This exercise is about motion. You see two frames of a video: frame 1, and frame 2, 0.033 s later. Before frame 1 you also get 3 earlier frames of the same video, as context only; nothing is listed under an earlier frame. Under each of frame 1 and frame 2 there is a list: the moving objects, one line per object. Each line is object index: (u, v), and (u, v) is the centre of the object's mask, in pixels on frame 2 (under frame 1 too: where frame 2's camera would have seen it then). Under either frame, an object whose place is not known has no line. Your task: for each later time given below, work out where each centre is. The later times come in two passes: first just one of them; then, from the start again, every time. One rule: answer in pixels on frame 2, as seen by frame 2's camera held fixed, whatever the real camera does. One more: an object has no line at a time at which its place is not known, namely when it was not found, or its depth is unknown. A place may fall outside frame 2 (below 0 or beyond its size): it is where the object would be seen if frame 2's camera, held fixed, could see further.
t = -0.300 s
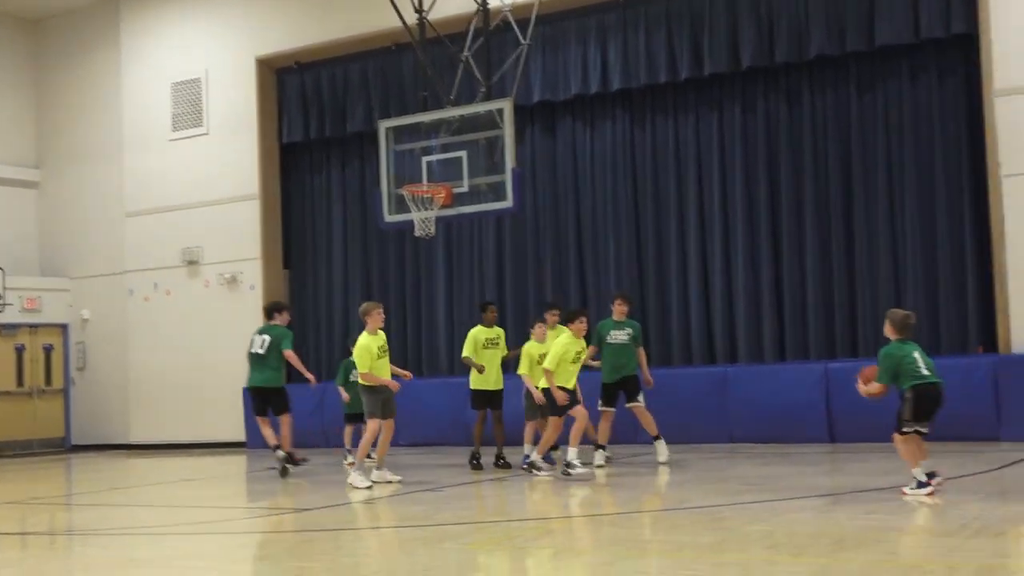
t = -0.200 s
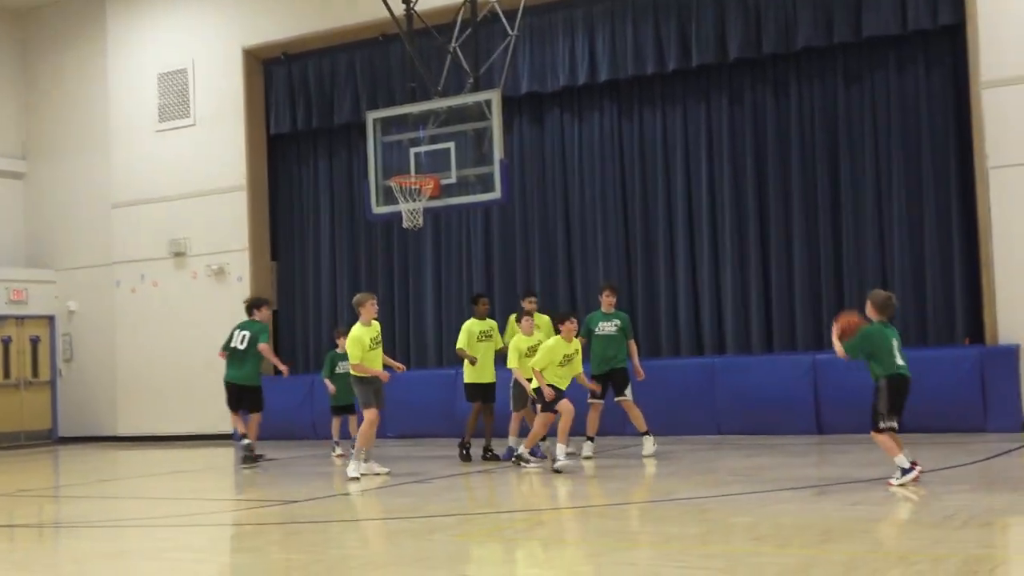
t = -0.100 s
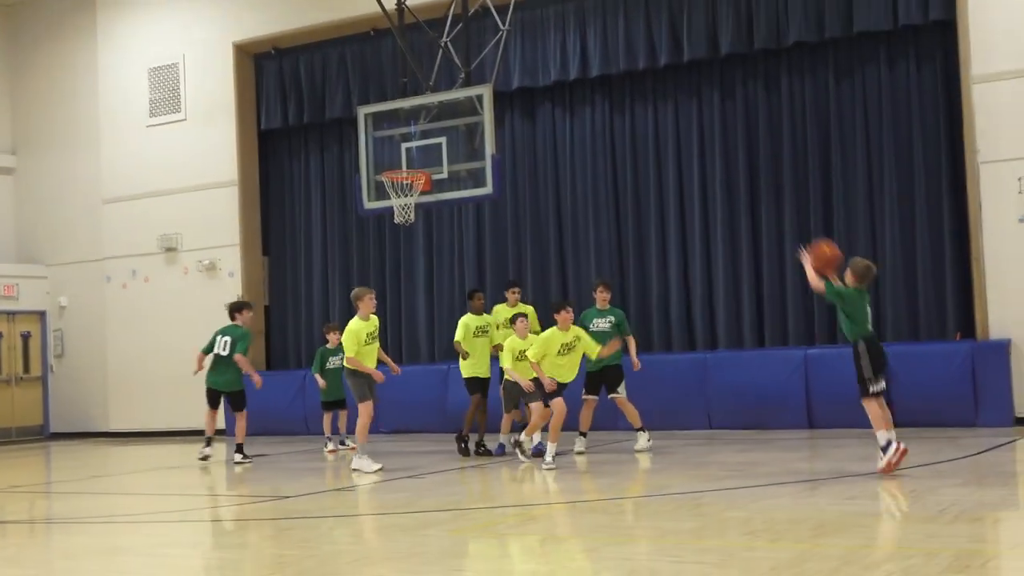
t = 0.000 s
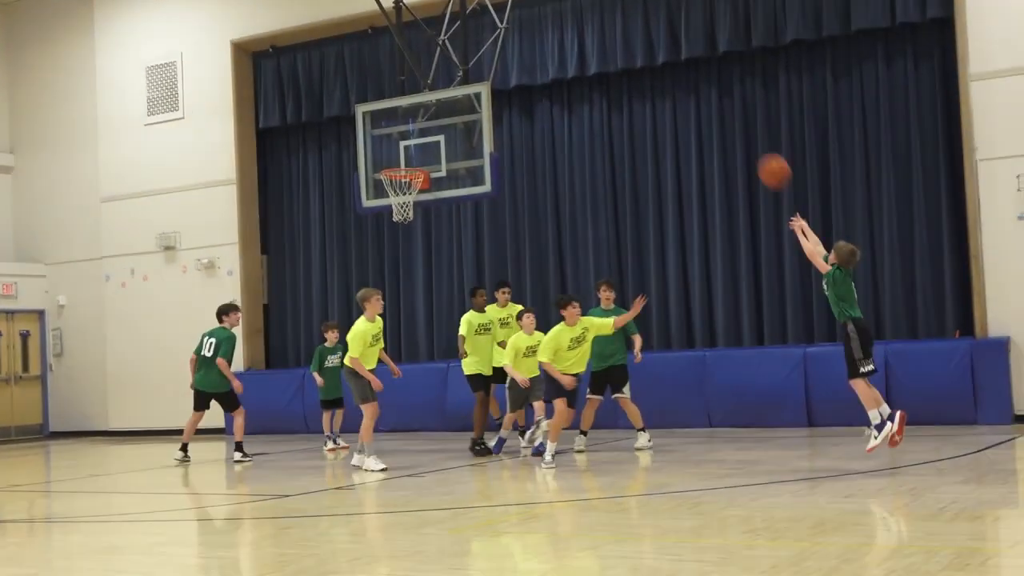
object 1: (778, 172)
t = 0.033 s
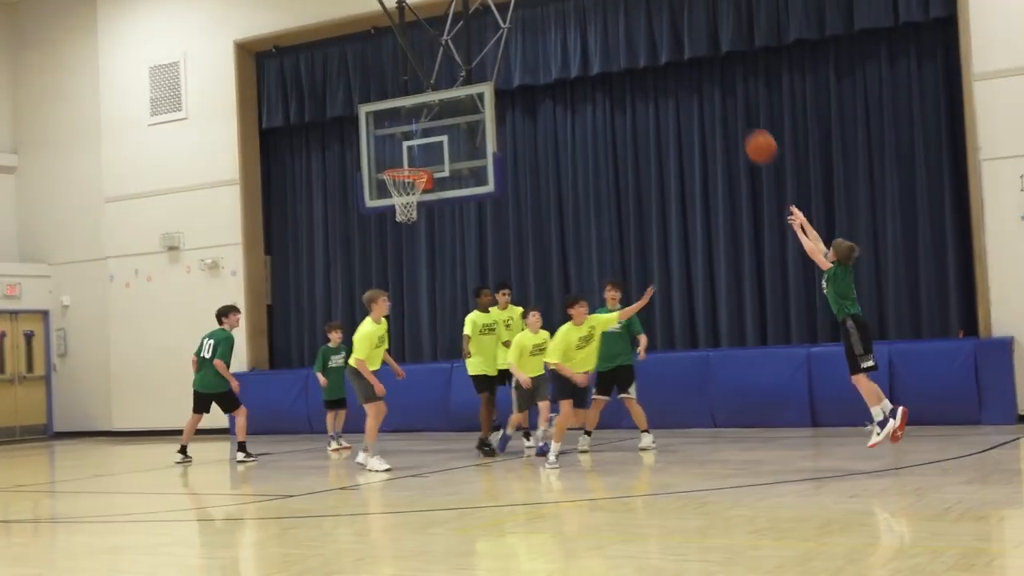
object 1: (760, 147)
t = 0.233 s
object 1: (671, 40)
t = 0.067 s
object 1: (745, 125)
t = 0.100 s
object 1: (730, 104)
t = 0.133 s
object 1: (714, 85)
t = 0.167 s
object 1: (700, 68)
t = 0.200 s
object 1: (685, 53)
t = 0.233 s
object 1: (671, 40)
